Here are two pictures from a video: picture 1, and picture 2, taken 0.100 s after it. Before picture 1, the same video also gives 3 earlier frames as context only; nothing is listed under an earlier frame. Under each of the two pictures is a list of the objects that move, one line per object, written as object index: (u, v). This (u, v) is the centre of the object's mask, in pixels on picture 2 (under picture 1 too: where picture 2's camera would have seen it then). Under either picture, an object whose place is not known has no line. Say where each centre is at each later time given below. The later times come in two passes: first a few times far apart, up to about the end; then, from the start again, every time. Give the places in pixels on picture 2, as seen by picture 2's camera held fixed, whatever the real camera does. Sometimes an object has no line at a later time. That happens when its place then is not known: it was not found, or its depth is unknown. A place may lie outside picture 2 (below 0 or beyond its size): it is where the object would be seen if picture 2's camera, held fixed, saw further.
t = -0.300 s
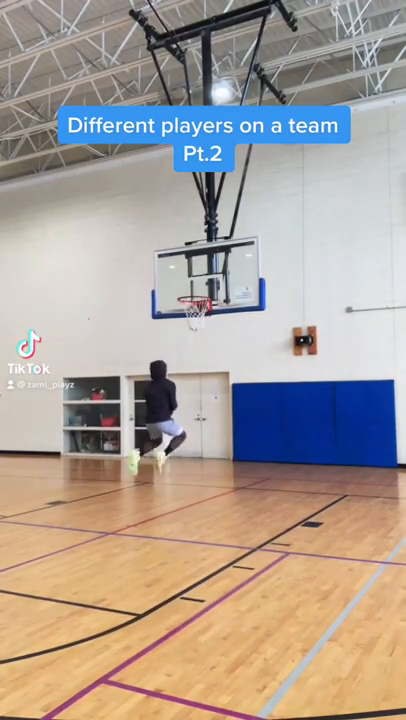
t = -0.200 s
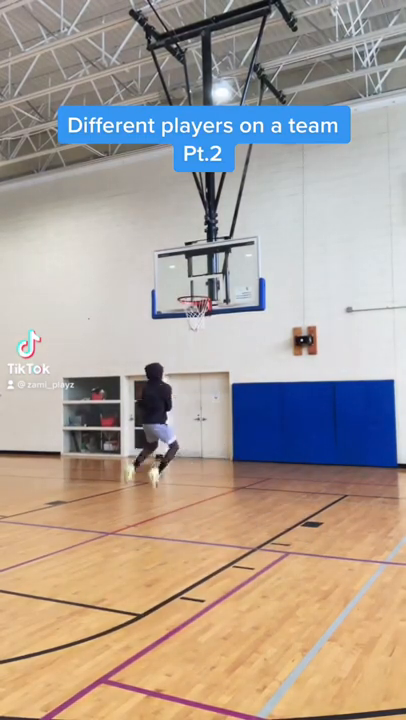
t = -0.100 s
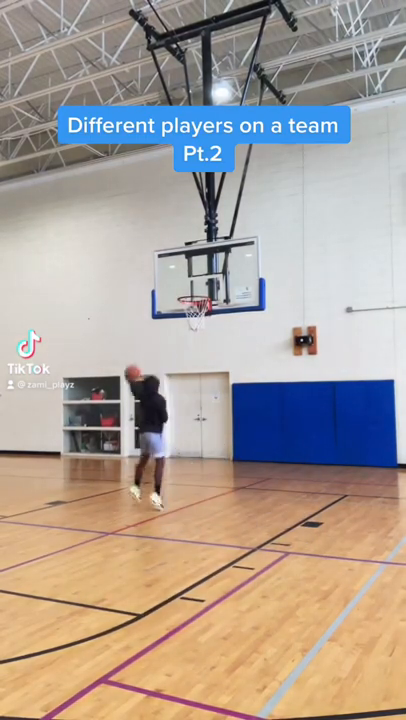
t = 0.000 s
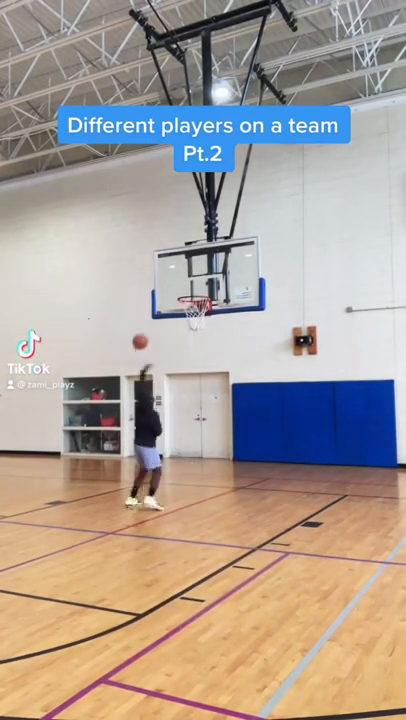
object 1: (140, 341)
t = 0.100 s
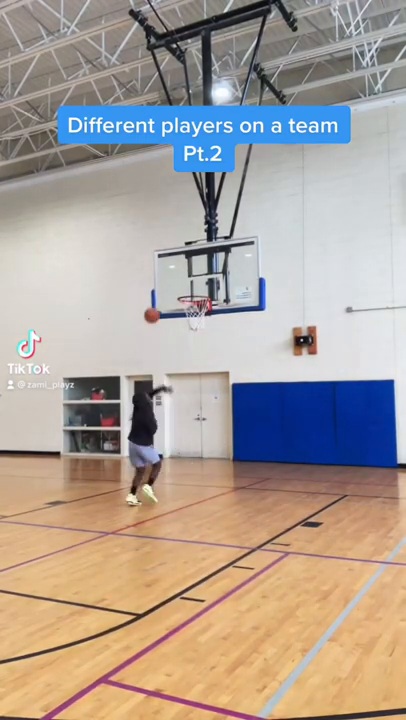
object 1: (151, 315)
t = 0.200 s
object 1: (163, 296)
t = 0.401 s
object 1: (177, 278)
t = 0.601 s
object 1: (182, 288)
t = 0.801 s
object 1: (191, 291)
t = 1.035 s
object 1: (198, 322)
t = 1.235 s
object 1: (192, 324)
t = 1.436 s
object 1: (183, 346)
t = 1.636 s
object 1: (174, 394)
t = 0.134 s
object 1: (155, 307)
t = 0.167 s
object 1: (159, 301)
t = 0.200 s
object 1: (163, 296)
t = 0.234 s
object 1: (166, 291)
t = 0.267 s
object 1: (170, 287)
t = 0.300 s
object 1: (174, 283)
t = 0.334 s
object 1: (175, 281)
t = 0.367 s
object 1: (176, 279)
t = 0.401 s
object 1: (177, 278)
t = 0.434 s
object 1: (178, 278)
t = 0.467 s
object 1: (178, 279)
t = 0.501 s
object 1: (179, 280)
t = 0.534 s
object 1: (180, 282)
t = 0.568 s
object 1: (181, 284)
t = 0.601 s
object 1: (182, 288)
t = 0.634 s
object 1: (183, 290)
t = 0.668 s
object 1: (184, 290)
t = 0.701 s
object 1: (186, 290)
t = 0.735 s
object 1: (188, 290)
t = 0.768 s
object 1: (189, 290)
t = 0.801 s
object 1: (191, 291)
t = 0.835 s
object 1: (192, 294)
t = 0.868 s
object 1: (194, 296)
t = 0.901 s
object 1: (197, 304)
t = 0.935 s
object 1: (198, 307)
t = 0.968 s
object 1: (196, 309)
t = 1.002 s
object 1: (199, 319)
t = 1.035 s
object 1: (198, 322)
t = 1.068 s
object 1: (198, 323)
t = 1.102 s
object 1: (198, 323)
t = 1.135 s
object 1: (197, 323)
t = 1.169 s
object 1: (196, 324)
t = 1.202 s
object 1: (194, 325)
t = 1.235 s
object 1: (192, 324)
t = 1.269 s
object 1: (191, 326)
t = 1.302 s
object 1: (189, 329)
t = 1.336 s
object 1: (187, 332)
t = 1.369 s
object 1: (186, 336)
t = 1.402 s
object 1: (184, 340)
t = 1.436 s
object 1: (183, 346)
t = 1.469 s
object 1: (181, 353)
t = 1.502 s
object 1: (179, 359)
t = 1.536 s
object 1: (178, 367)
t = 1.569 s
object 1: (176, 375)
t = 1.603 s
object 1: (175, 384)
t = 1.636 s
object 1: (174, 394)
